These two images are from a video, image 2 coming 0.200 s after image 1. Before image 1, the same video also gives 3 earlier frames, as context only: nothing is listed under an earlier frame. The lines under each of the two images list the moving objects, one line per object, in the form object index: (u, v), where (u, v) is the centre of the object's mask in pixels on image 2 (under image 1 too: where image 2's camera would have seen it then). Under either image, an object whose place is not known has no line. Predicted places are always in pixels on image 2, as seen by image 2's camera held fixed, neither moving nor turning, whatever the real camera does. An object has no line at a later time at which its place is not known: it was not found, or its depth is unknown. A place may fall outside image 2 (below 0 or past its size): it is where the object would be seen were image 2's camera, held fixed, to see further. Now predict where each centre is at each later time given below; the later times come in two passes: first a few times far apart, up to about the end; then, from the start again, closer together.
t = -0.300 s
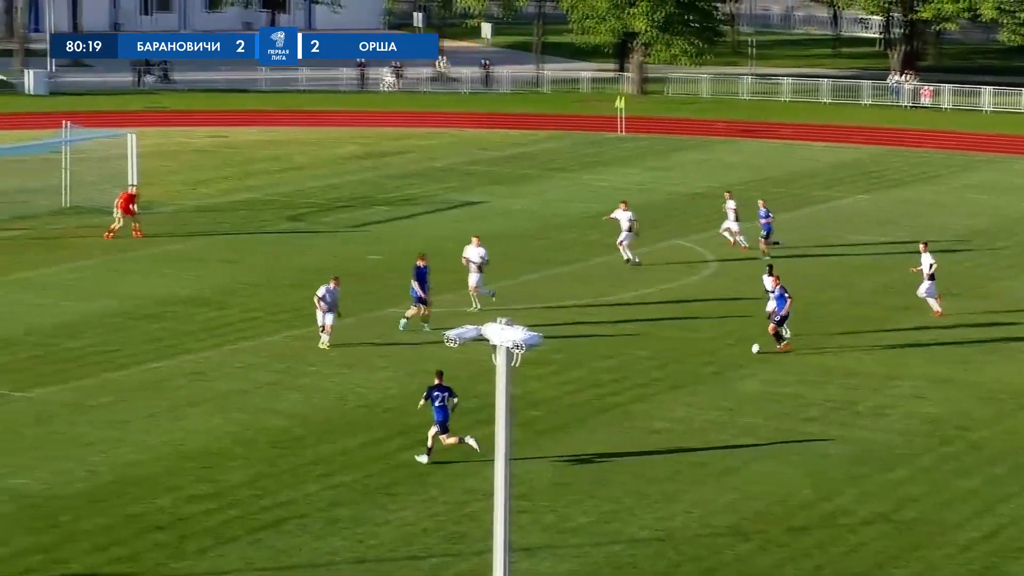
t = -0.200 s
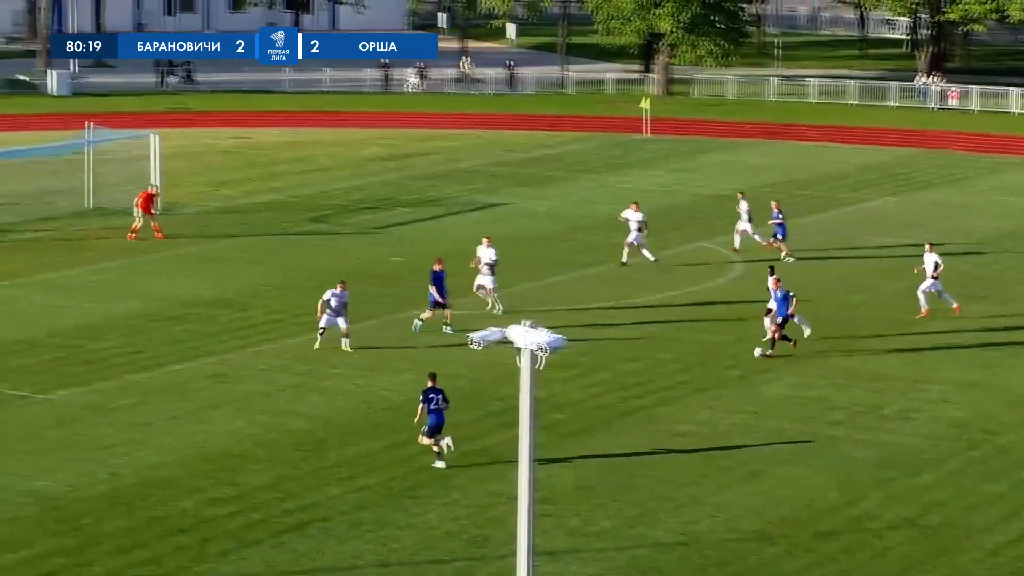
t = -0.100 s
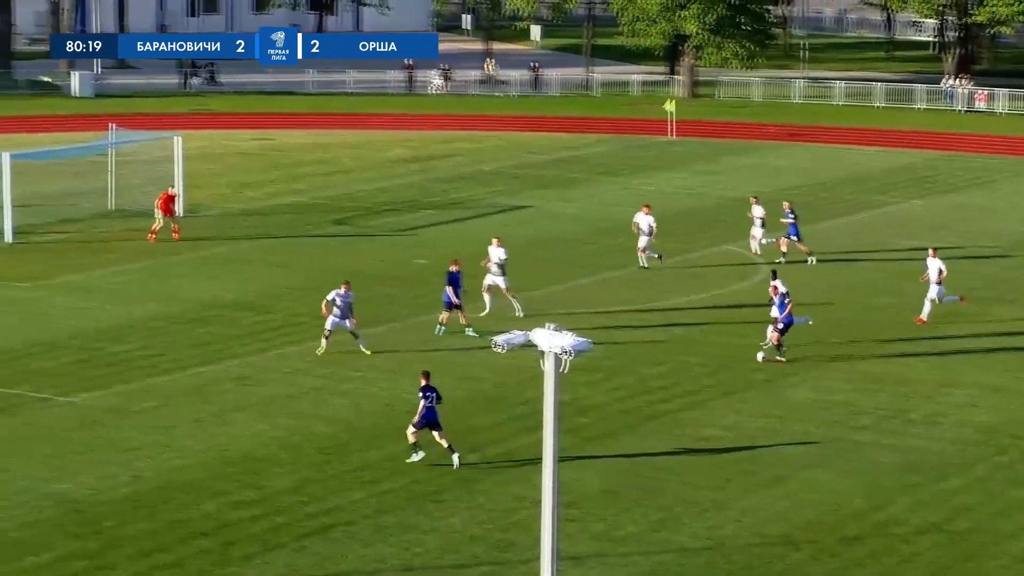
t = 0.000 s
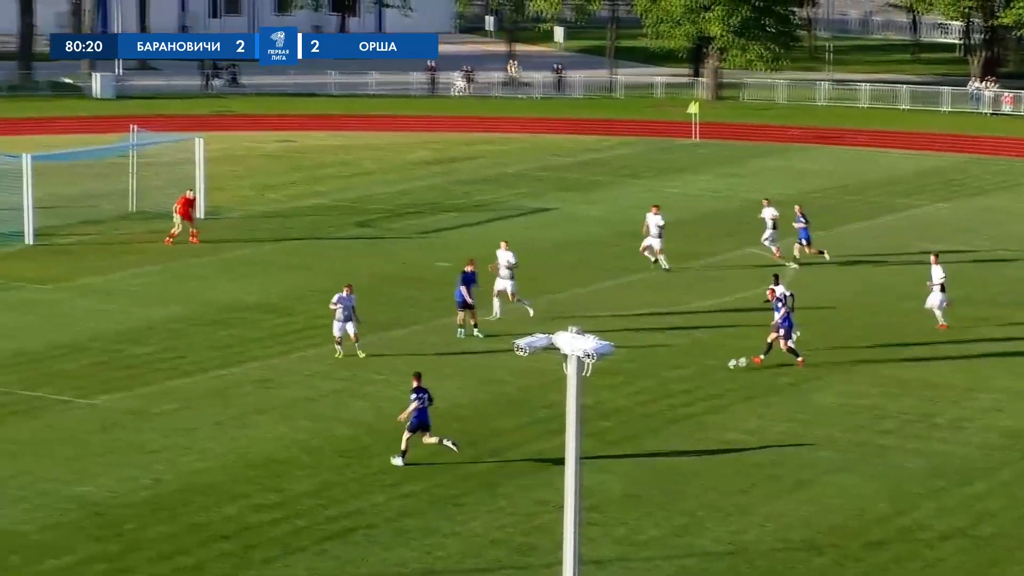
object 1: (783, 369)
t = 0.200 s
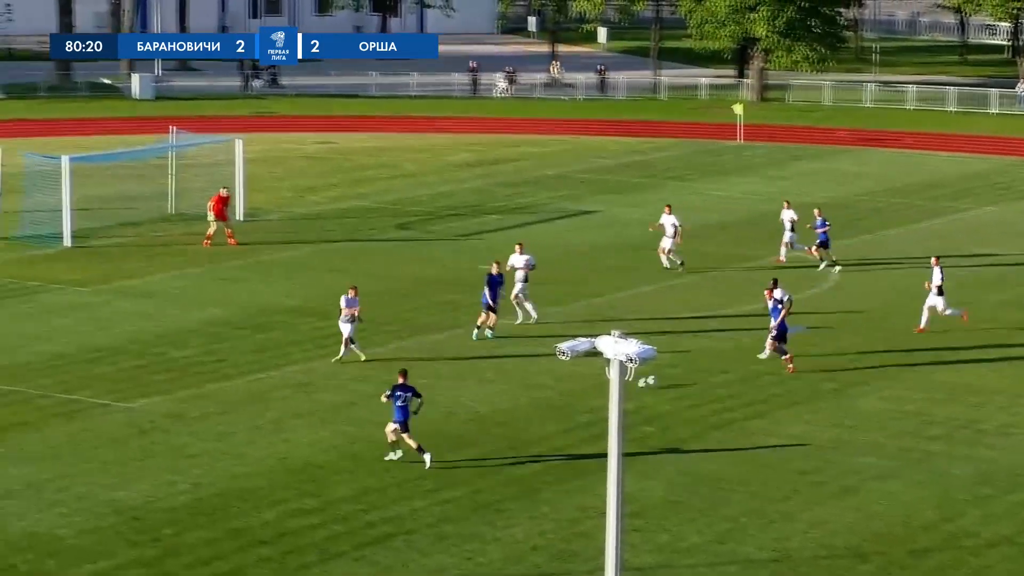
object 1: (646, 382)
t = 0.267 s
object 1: (597, 387)
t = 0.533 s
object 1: (443, 403)
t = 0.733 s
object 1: (334, 415)
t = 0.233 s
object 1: (626, 383)
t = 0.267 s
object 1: (597, 387)
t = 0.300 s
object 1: (583, 389)
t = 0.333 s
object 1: (559, 391)
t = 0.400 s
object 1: (523, 394)
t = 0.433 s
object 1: (500, 396)
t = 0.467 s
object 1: (483, 399)
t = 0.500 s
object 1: (464, 400)
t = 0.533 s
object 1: (443, 403)
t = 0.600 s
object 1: (408, 407)
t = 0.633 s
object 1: (387, 409)
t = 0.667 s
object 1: (373, 411)
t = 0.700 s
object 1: (355, 413)
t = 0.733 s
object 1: (334, 415)
